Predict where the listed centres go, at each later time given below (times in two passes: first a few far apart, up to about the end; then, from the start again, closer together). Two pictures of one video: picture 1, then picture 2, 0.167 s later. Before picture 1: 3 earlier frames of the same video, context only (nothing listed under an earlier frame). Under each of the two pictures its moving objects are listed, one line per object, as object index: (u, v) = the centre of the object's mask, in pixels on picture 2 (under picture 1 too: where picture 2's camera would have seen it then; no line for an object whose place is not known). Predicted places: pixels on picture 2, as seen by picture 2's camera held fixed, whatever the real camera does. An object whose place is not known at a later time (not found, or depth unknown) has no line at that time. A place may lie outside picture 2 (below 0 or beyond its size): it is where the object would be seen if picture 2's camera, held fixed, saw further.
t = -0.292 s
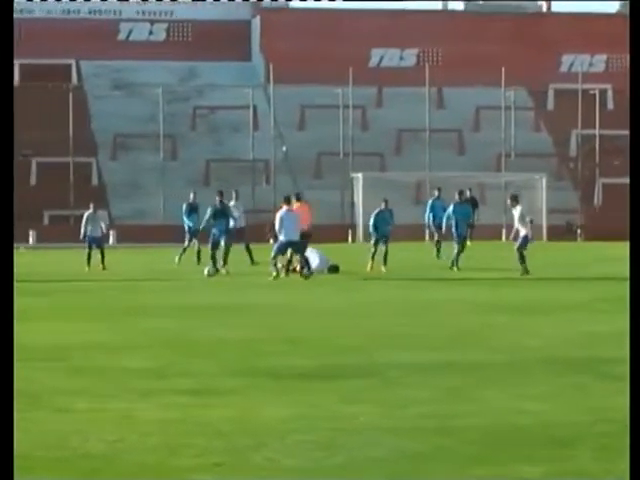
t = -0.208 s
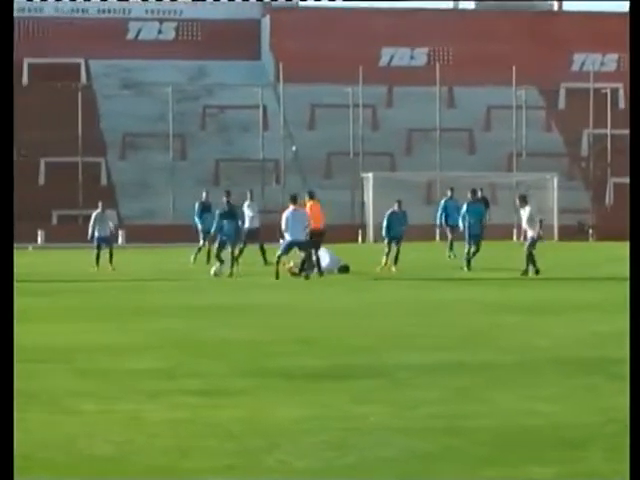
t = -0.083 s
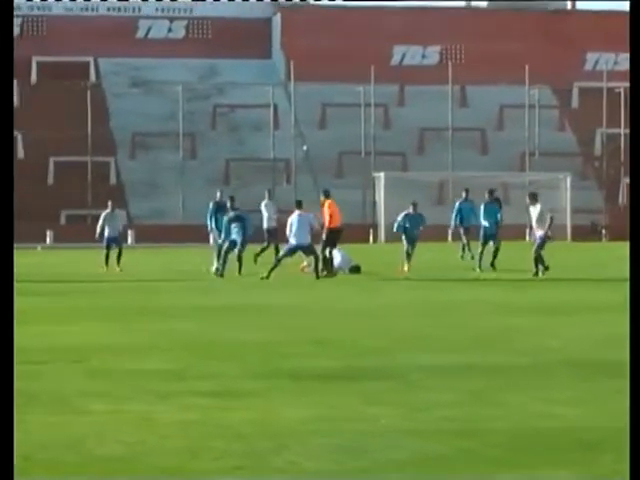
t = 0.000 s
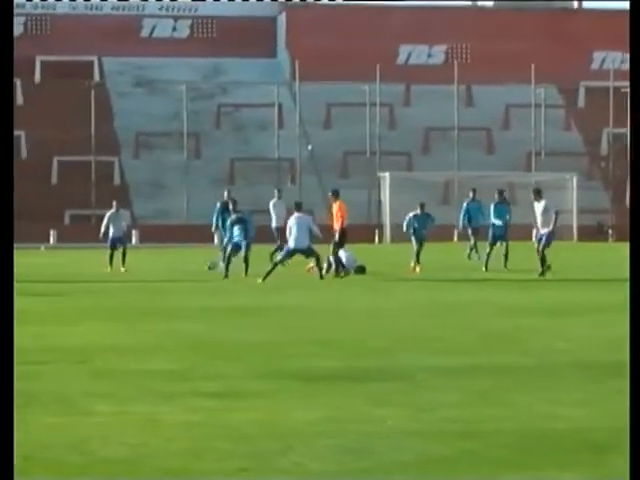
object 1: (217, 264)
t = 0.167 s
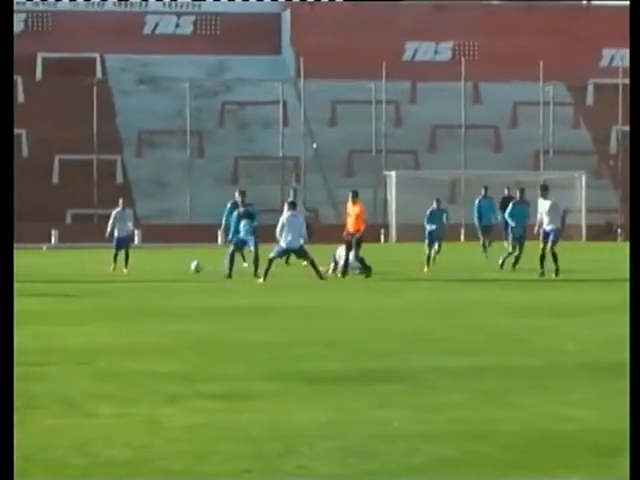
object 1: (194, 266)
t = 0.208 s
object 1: (192, 269)
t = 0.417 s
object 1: (179, 284)
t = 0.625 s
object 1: (175, 281)
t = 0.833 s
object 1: (182, 289)
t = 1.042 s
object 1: (200, 299)
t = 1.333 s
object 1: (225, 304)
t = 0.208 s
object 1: (192, 269)
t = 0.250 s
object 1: (188, 272)
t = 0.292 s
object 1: (185, 276)
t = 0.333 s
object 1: (182, 283)
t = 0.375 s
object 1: (180, 287)
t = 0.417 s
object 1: (179, 284)
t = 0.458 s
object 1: (178, 280)
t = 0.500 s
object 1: (175, 280)
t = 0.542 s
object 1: (174, 279)
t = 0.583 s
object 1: (174, 279)
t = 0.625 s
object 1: (175, 281)
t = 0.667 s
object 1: (177, 285)
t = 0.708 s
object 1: (177, 288)
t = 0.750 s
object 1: (178, 294)
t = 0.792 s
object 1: (179, 292)
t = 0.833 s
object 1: (182, 289)
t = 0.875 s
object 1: (185, 289)
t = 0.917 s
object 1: (189, 289)
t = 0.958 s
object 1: (192, 292)
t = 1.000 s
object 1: (194, 294)
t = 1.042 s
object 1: (200, 299)
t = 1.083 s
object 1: (199, 300)
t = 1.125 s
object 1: (207, 298)
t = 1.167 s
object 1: (211, 300)
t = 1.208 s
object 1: (215, 301)
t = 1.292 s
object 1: (223, 306)
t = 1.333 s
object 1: (225, 304)
